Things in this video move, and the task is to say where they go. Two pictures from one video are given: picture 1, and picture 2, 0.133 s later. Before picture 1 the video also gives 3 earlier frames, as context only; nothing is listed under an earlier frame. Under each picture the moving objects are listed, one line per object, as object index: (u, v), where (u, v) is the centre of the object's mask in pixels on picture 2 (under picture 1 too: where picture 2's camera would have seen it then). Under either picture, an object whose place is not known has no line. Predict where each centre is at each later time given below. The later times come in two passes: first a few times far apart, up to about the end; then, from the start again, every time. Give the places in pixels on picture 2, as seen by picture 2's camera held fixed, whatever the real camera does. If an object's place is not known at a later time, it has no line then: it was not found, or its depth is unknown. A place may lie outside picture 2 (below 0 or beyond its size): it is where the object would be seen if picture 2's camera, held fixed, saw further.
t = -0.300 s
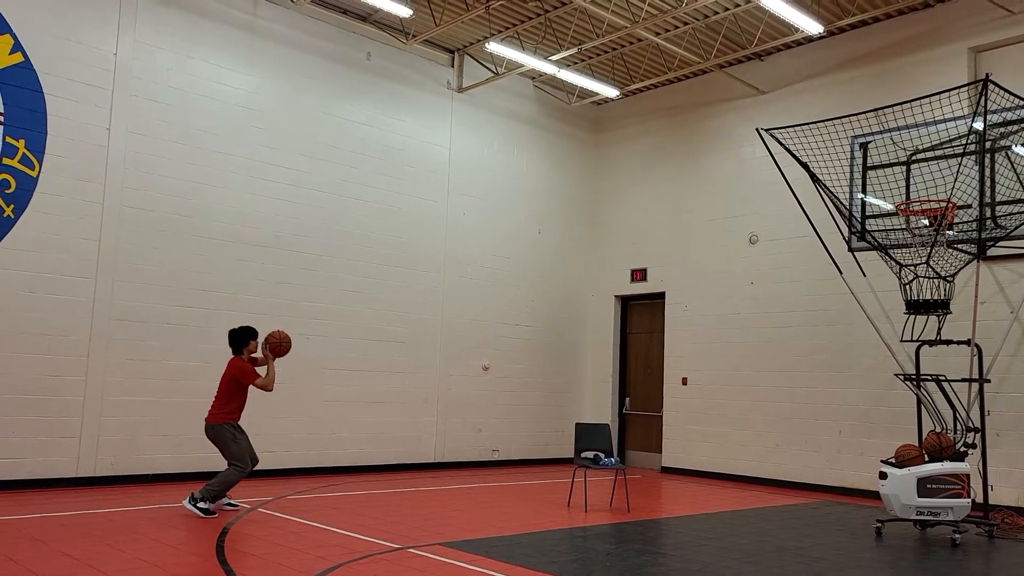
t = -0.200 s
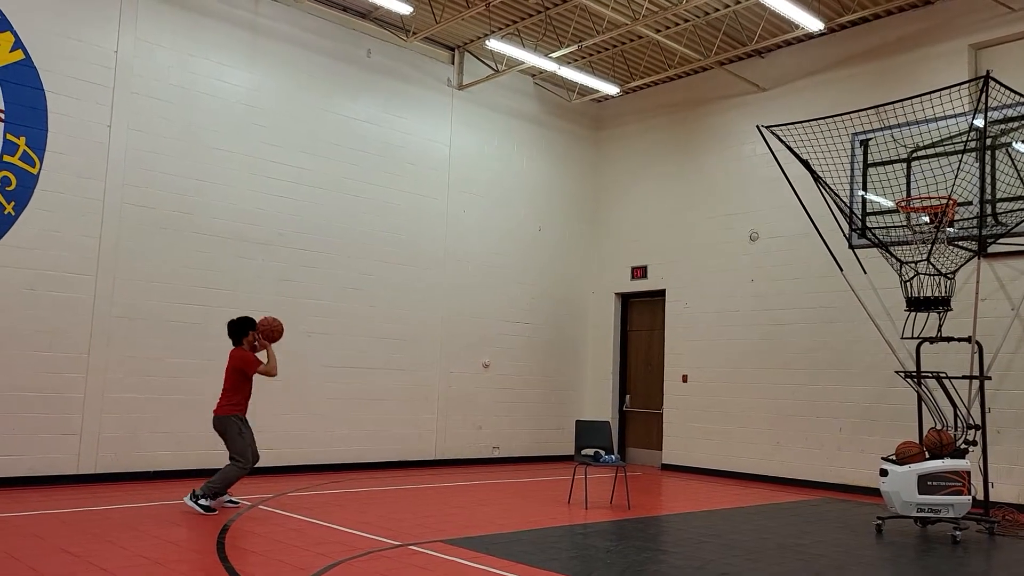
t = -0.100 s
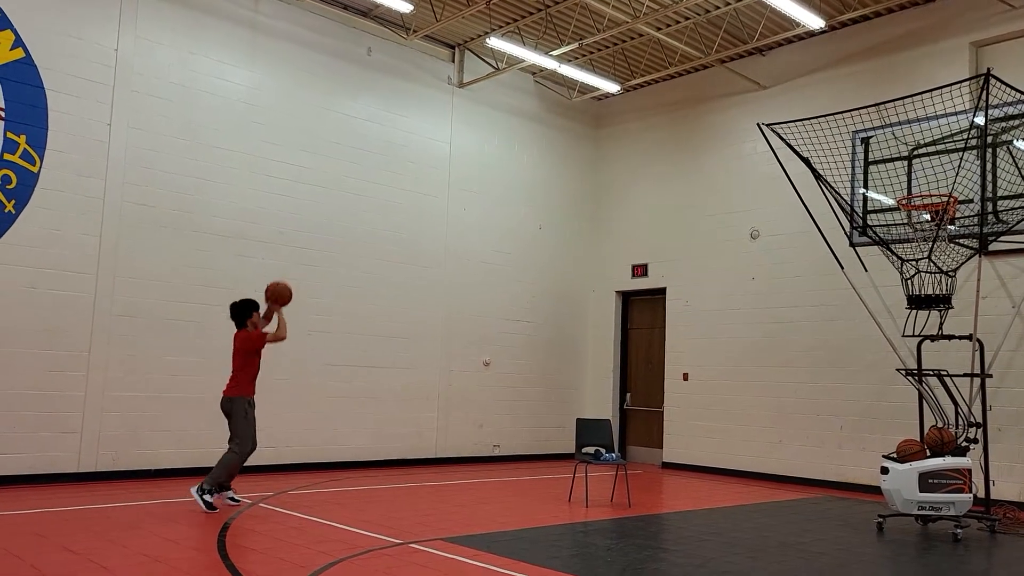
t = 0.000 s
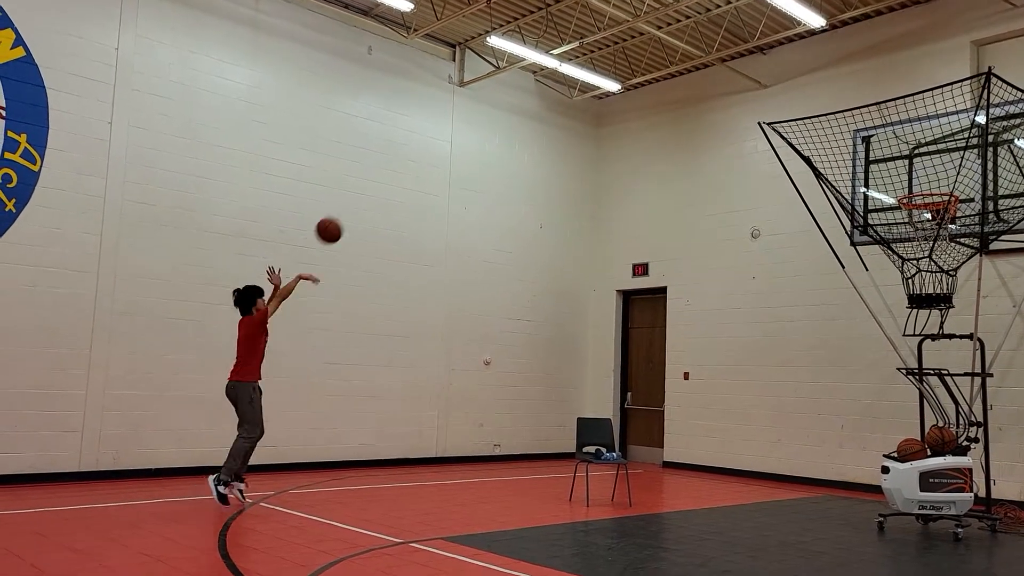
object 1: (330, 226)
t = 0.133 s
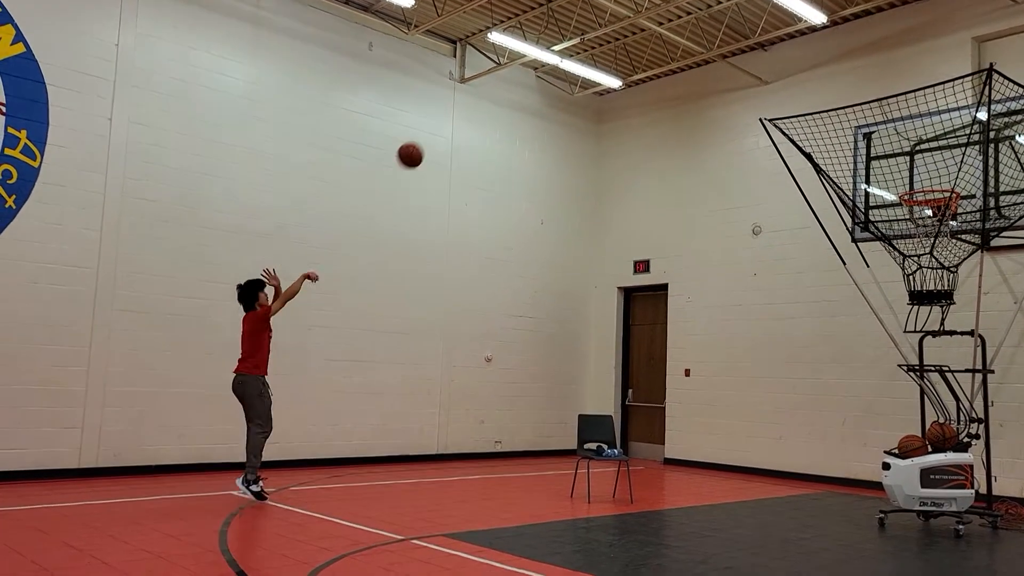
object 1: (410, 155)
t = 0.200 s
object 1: (449, 127)
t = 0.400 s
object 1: (561, 71)
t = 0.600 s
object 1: (668, 54)
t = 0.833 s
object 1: (792, 86)
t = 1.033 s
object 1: (898, 157)
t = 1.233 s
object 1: (949, 248)
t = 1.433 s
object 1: (902, 262)
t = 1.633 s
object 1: (892, 233)
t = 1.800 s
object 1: (899, 219)
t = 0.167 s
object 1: (430, 140)
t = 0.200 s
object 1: (449, 127)
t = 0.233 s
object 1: (468, 115)
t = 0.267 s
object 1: (487, 103)
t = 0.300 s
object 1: (506, 93)
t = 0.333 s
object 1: (525, 84)
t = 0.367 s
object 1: (542, 77)
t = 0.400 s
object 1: (561, 71)
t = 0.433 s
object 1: (580, 64)
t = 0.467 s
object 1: (598, 60)
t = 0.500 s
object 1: (617, 57)
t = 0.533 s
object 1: (634, 55)
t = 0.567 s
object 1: (651, 53)
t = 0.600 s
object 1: (668, 54)
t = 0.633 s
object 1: (688, 56)
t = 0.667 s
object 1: (705, 58)
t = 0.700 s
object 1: (722, 61)
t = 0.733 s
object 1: (740, 66)
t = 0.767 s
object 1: (757, 71)
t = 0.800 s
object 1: (775, 78)
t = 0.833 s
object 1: (792, 86)
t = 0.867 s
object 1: (809, 95)
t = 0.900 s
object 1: (827, 105)
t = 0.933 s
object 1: (845, 118)
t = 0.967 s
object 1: (863, 129)
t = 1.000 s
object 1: (879, 142)
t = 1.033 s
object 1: (898, 157)
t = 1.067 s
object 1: (915, 173)
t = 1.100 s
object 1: (934, 188)
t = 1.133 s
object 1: (949, 207)
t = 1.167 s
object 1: (951, 223)
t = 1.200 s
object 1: (951, 235)
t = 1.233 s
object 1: (949, 248)
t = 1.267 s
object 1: (945, 260)
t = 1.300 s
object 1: (936, 265)
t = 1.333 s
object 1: (927, 265)
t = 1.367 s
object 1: (917, 265)
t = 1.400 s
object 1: (909, 263)
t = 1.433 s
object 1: (902, 262)
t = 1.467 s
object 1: (895, 259)
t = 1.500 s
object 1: (893, 255)
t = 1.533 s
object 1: (892, 250)
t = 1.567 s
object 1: (891, 244)
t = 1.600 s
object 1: (892, 239)
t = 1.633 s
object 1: (892, 233)
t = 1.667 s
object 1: (893, 229)
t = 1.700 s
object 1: (894, 225)
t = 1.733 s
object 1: (896, 222)
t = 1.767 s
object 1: (897, 220)
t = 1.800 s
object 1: (899, 219)
